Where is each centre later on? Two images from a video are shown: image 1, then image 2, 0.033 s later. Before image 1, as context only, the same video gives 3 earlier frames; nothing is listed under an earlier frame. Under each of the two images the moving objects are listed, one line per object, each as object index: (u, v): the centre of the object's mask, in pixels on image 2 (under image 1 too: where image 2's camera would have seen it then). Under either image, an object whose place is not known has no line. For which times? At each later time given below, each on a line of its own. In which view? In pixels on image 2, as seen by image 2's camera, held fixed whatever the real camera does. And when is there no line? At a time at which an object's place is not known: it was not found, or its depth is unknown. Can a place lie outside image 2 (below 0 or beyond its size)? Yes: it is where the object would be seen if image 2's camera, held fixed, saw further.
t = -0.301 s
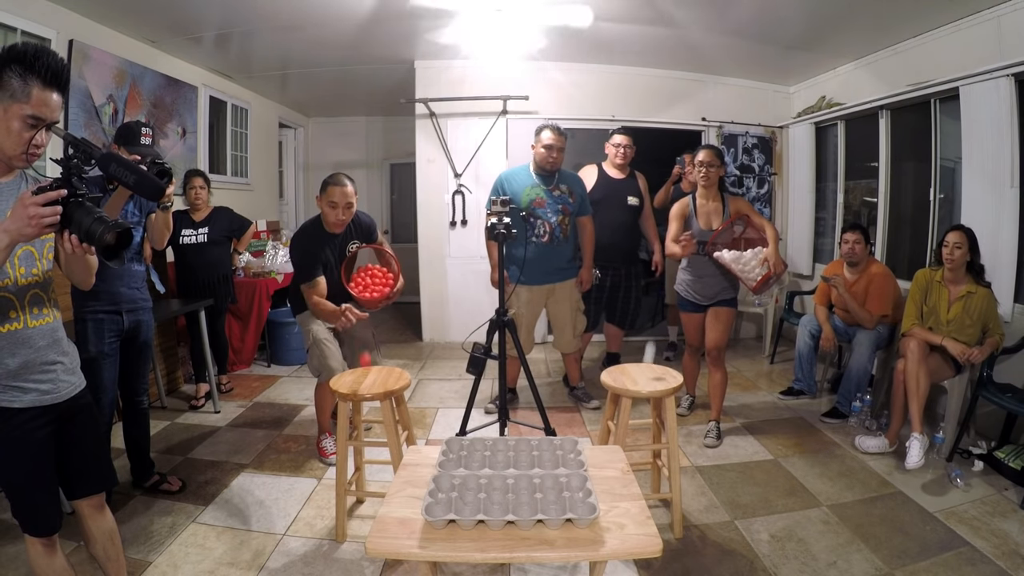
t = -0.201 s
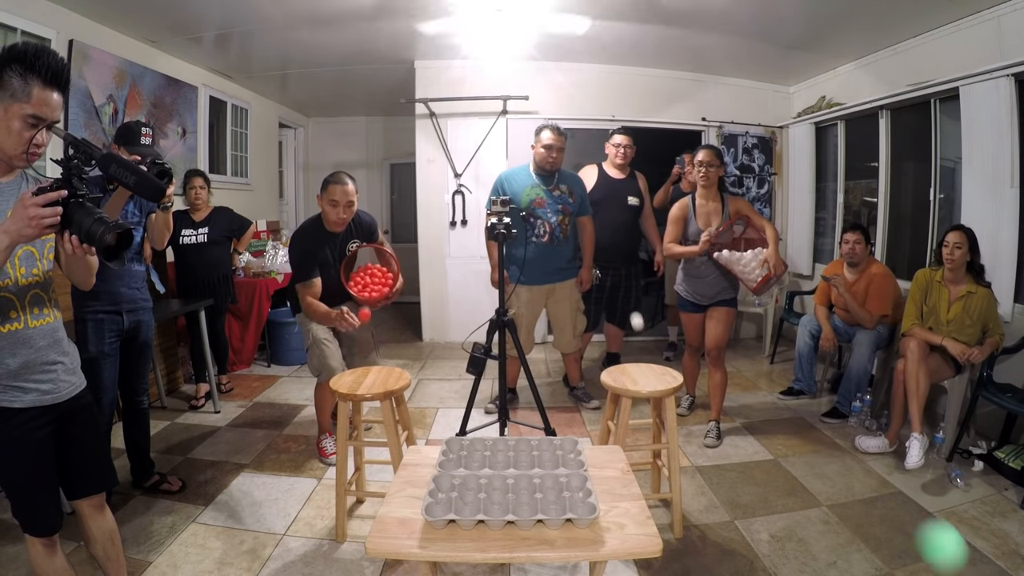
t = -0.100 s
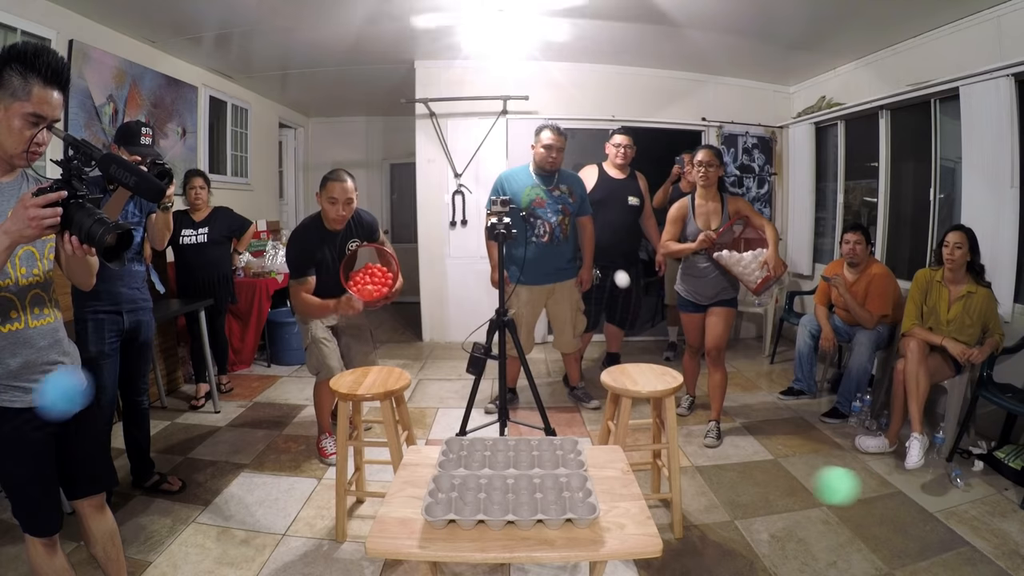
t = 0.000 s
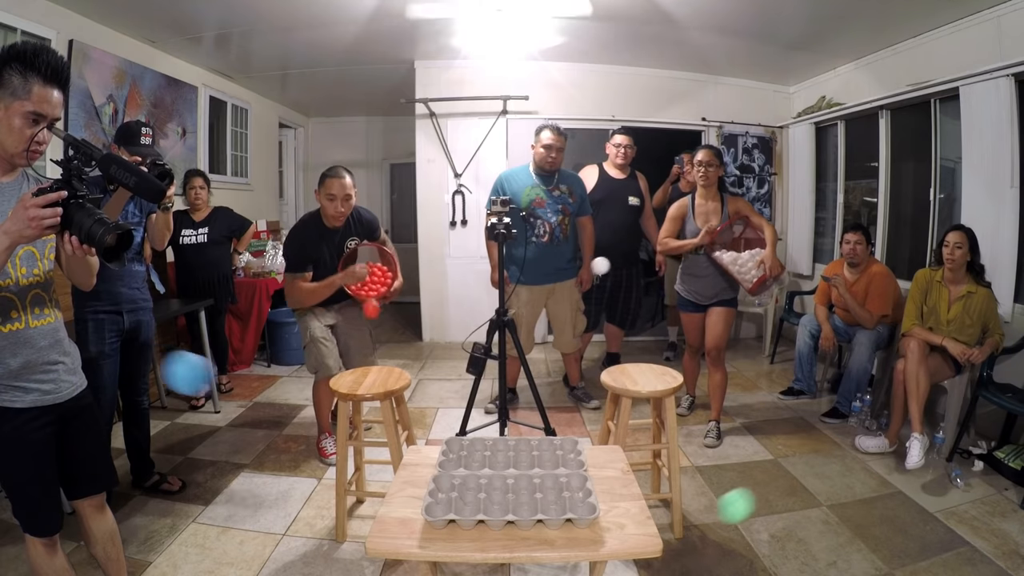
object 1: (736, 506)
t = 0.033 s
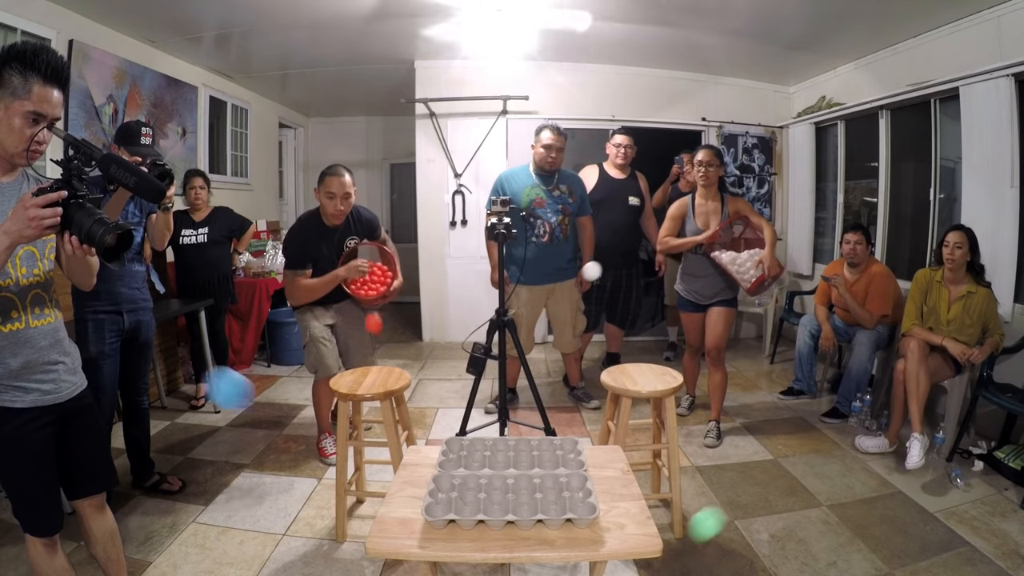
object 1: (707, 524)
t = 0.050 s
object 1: (693, 534)
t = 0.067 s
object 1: (681, 545)
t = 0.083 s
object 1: (668, 557)
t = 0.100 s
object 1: (659, 565)
